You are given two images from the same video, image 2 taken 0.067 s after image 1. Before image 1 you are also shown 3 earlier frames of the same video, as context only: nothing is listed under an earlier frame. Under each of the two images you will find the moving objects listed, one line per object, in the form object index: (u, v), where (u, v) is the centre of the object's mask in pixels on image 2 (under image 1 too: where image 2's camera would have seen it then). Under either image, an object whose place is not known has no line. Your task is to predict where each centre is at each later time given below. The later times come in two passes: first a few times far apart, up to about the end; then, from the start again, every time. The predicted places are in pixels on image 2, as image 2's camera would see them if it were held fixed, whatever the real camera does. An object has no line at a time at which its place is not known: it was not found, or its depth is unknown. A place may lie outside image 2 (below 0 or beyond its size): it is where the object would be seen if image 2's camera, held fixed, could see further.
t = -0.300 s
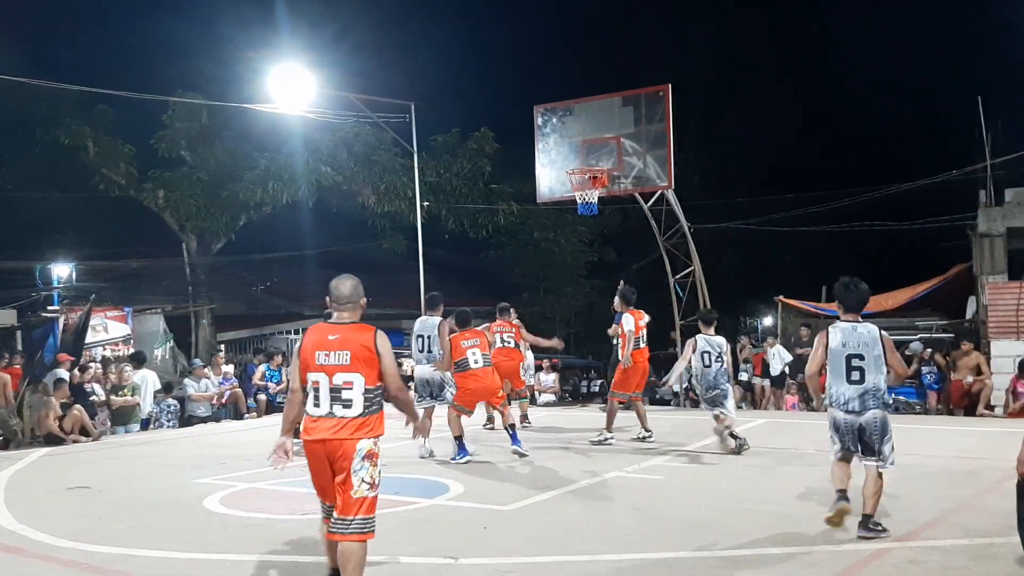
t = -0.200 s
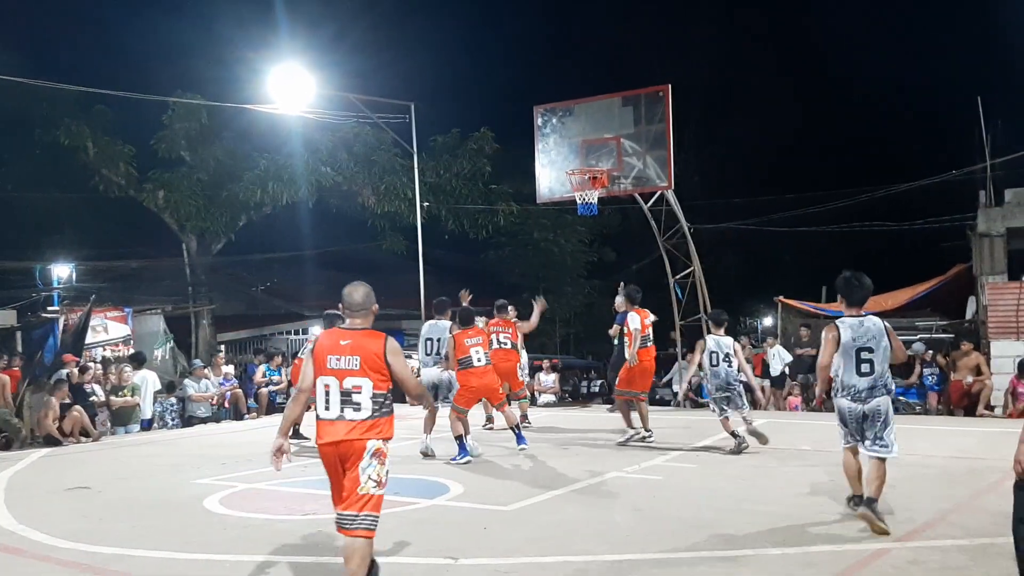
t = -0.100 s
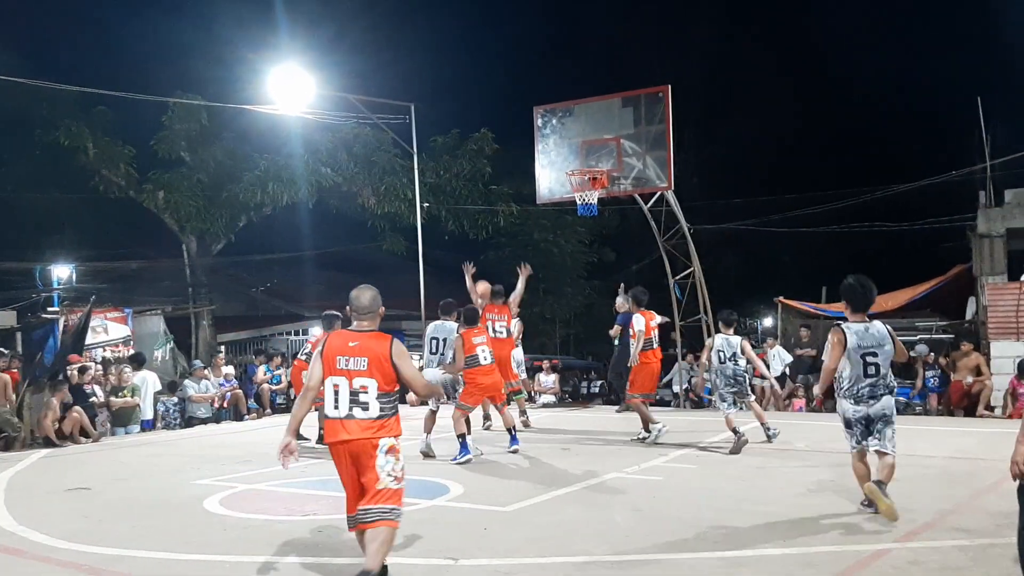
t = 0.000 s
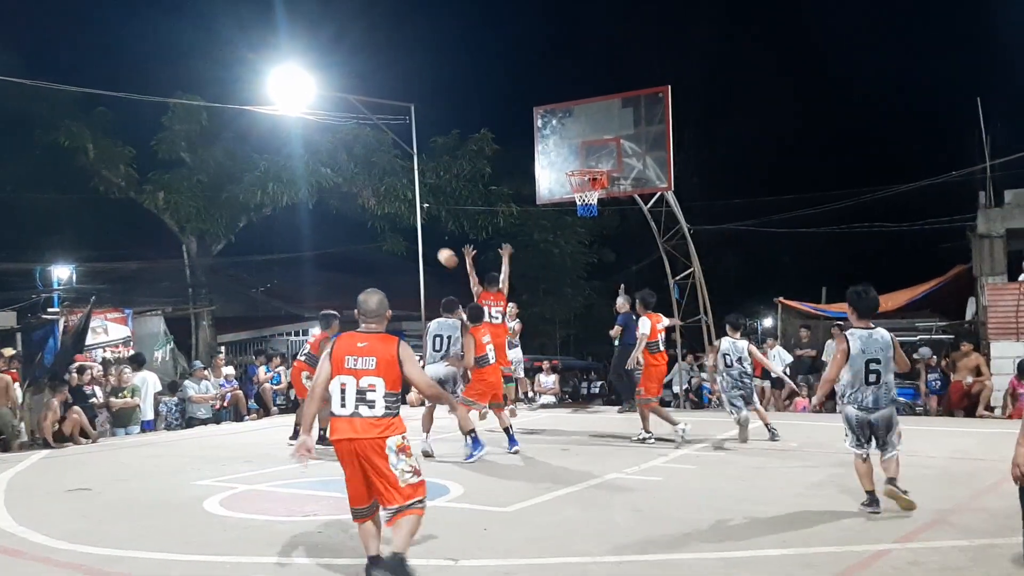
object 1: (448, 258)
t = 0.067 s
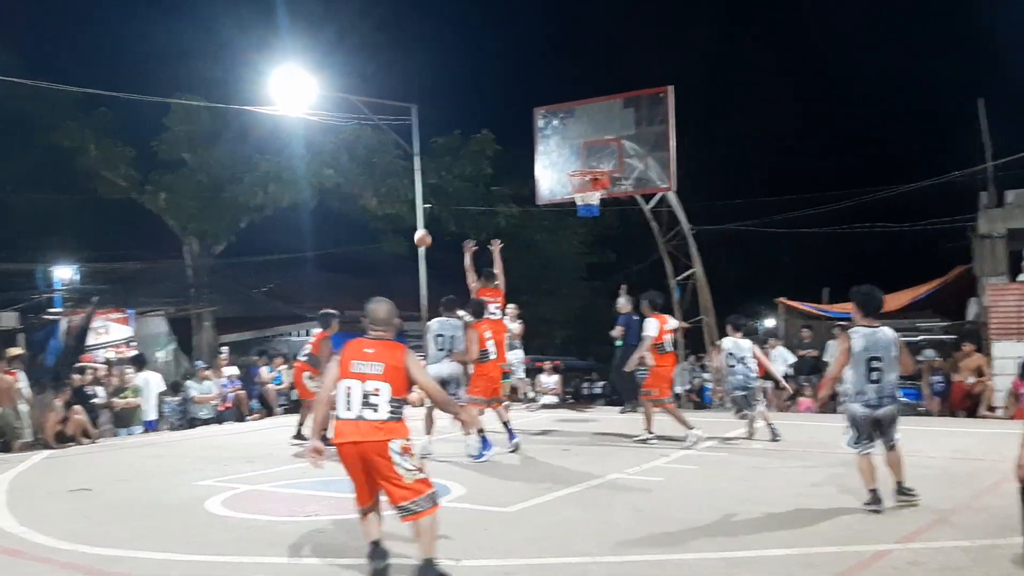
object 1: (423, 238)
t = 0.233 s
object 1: (350, 197)
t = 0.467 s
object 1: (229, 162)
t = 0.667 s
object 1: (96, 160)
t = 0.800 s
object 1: (-14, 180)
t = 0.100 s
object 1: (408, 229)
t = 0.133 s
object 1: (395, 220)
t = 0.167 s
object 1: (381, 212)
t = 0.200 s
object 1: (366, 204)
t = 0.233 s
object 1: (350, 197)
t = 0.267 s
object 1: (335, 190)
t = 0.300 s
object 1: (318, 183)
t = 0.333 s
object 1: (300, 178)
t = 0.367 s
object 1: (285, 173)
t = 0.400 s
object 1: (266, 168)
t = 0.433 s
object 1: (248, 165)
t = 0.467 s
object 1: (229, 162)
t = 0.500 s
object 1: (209, 159)
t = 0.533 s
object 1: (189, 157)
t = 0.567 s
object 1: (167, 157)
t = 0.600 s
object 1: (145, 157)
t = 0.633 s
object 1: (121, 158)
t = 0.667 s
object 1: (96, 160)
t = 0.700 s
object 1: (70, 163)
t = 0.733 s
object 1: (43, 168)
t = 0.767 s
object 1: (15, 174)
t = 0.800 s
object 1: (-14, 180)
